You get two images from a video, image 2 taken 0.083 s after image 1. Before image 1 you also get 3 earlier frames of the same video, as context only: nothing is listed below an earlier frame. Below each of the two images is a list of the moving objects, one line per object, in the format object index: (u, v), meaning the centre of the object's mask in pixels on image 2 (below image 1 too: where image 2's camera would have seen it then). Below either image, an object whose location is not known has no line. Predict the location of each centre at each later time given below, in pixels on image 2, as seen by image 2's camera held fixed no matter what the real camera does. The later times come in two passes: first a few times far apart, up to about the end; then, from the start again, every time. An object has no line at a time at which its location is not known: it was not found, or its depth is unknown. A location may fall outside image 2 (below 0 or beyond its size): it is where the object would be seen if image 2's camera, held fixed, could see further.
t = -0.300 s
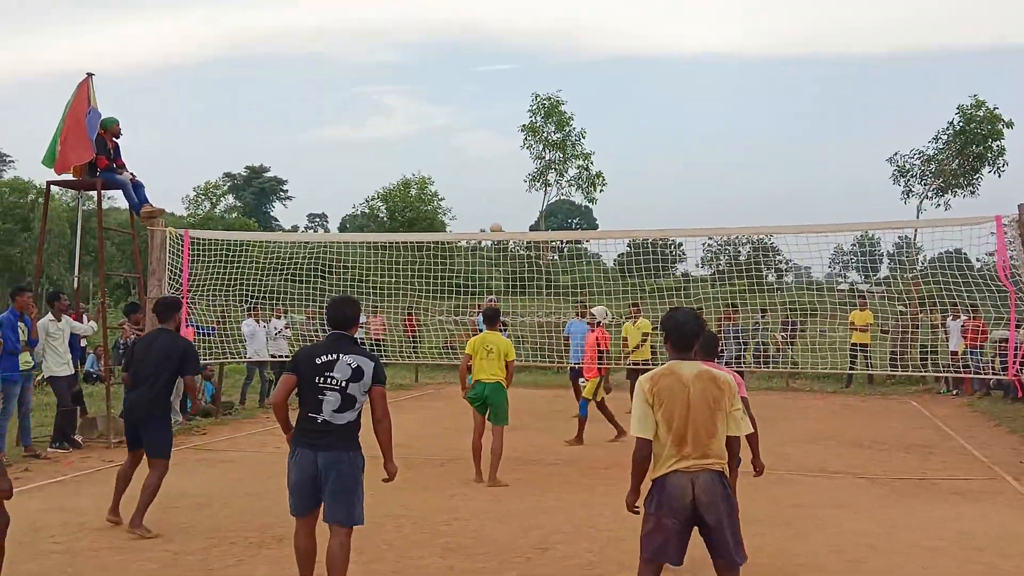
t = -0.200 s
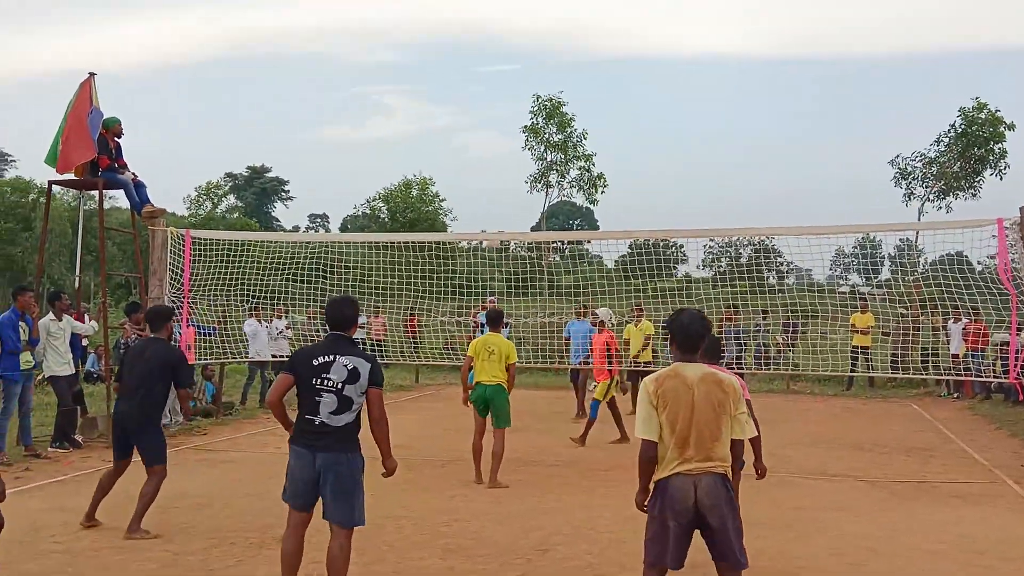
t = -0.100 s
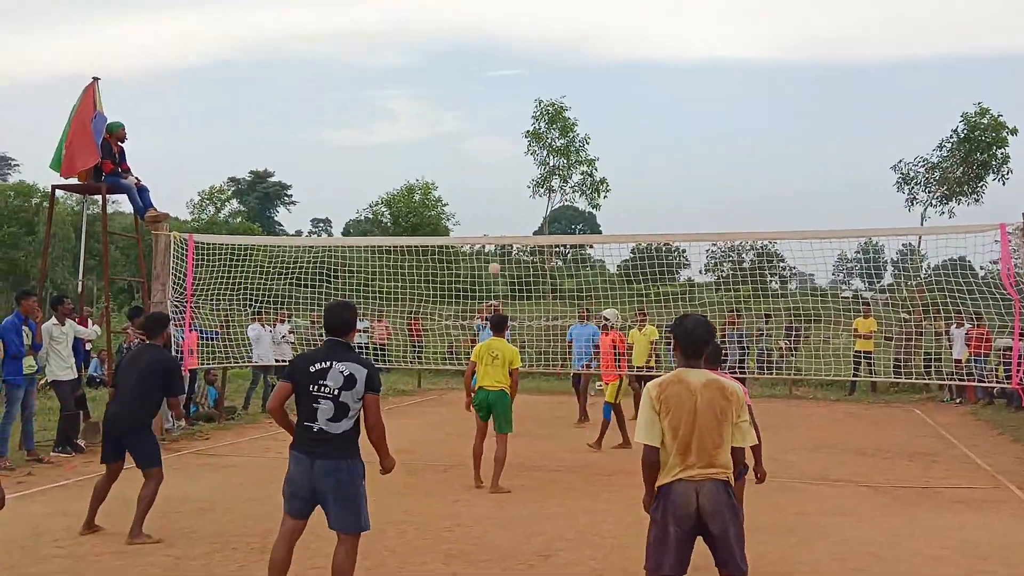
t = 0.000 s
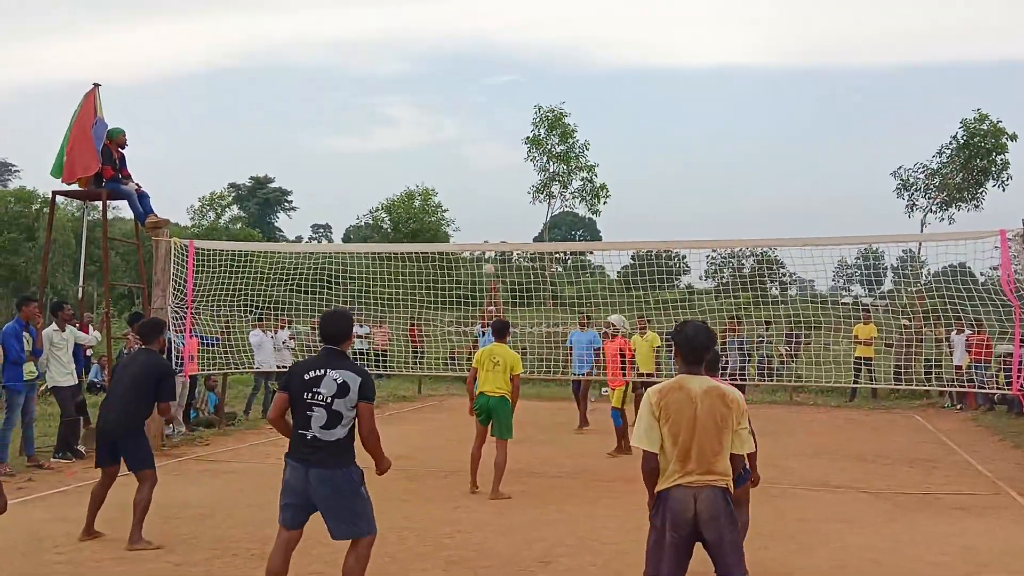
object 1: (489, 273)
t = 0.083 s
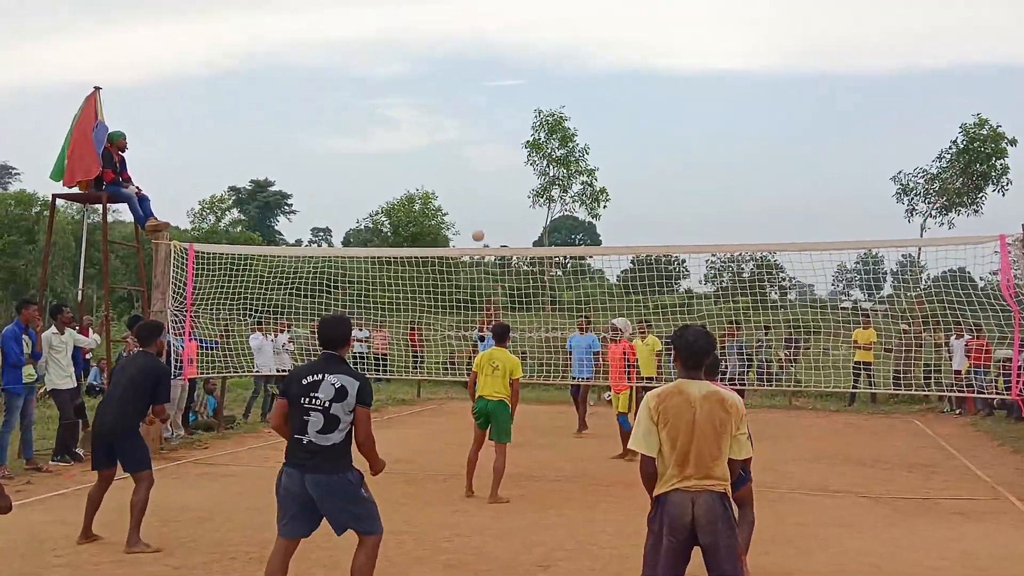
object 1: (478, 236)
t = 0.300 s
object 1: (447, 149)
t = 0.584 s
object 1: (396, 71)
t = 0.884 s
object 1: (317, 63)
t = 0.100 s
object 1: (476, 228)
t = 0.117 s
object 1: (473, 221)
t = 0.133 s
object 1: (471, 214)
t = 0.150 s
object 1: (469, 207)
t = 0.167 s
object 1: (466, 200)
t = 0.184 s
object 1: (464, 193)
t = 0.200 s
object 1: (462, 187)
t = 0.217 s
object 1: (460, 181)
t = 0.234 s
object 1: (457, 174)
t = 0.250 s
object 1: (455, 168)
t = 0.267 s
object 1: (452, 162)
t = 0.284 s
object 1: (450, 156)
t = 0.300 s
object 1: (447, 149)
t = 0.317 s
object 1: (445, 144)
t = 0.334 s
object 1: (442, 138)
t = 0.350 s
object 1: (440, 132)
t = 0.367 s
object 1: (437, 127)
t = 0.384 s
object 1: (434, 121)
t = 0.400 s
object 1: (431, 116)
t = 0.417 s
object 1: (429, 111)
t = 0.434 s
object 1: (426, 106)
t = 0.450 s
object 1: (423, 101)
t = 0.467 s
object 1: (420, 97)
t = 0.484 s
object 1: (417, 93)
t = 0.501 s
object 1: (414, 89)
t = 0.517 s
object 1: (411, 85)
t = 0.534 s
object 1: (407, 81)
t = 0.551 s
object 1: (403, 78)
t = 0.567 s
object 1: (400, 74)
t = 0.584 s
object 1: (396, 71)
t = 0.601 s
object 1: (393, 68)
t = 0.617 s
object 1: (389, 66)
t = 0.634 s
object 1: (385, 63)
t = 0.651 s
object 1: (381, 61)
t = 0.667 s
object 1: (377, 60)
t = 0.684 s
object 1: (373, 58)
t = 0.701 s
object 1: (369, 56)
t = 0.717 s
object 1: (365, 55)
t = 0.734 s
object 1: (361, 55)
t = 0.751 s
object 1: (356, 54)
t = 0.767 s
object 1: (352, 54)
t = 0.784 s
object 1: (347, 54)
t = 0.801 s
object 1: (343, 55)
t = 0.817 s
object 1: (338, 56)
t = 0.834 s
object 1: (333, 57)
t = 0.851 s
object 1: (327, 58)
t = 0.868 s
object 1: (322, 61)
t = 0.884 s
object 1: (317, 63)
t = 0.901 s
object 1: (311, 66)
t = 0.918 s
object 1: (305, 70)
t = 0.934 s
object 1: (299, 74)
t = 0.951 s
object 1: (293, 79)
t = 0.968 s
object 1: (286, 84)
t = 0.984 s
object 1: (279, 90)
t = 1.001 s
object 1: (272, 96)
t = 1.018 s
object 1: (265, 104)
